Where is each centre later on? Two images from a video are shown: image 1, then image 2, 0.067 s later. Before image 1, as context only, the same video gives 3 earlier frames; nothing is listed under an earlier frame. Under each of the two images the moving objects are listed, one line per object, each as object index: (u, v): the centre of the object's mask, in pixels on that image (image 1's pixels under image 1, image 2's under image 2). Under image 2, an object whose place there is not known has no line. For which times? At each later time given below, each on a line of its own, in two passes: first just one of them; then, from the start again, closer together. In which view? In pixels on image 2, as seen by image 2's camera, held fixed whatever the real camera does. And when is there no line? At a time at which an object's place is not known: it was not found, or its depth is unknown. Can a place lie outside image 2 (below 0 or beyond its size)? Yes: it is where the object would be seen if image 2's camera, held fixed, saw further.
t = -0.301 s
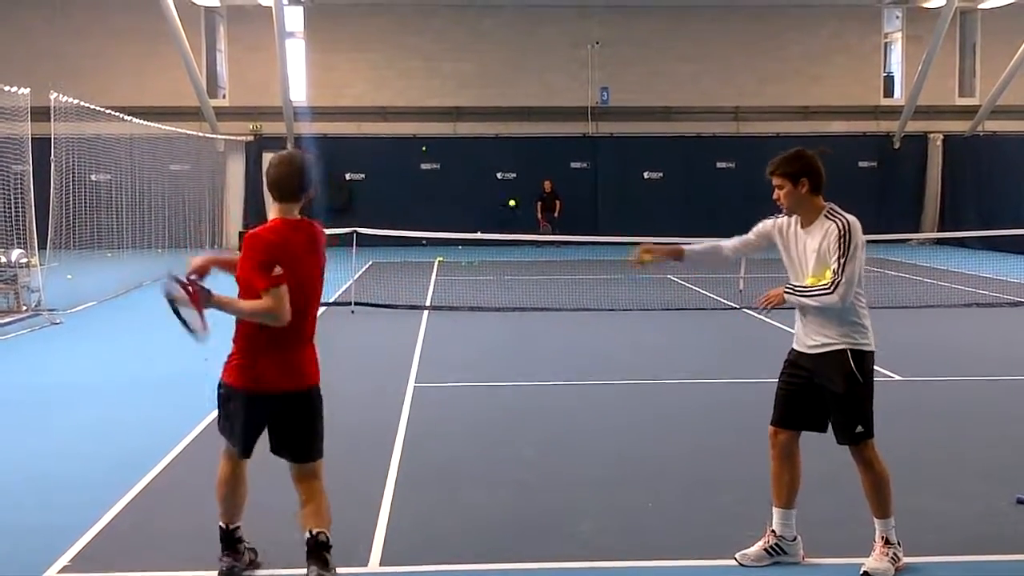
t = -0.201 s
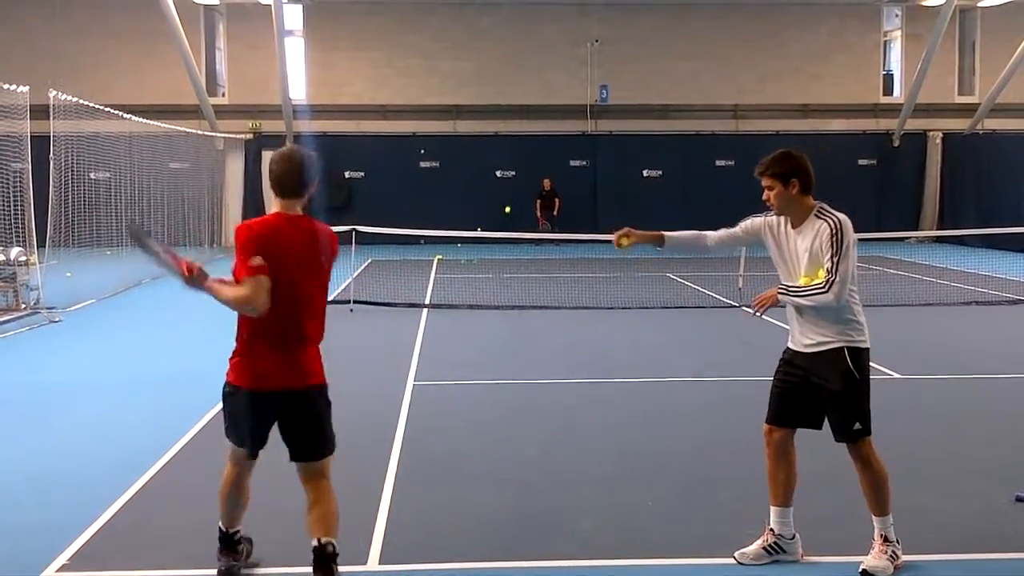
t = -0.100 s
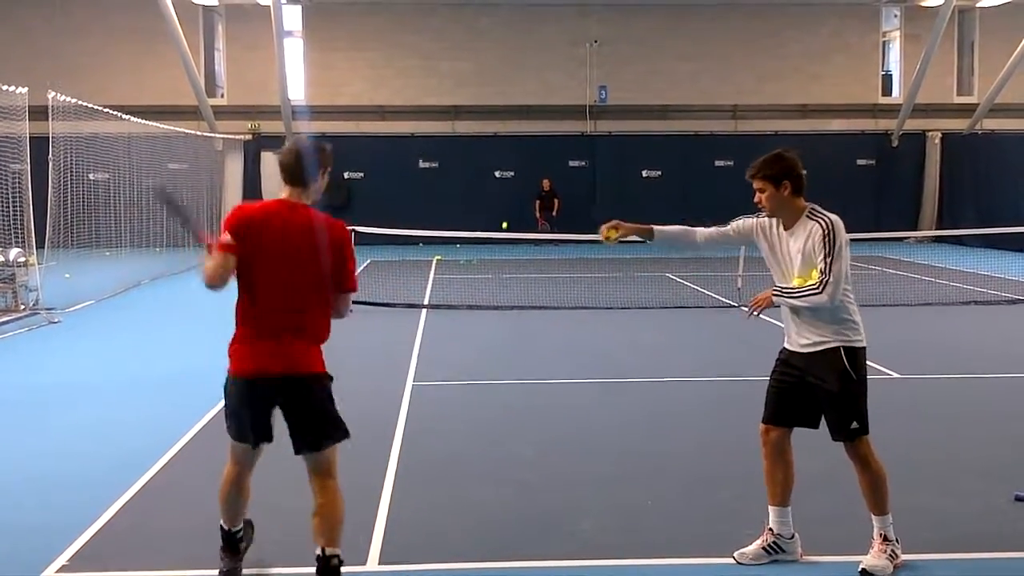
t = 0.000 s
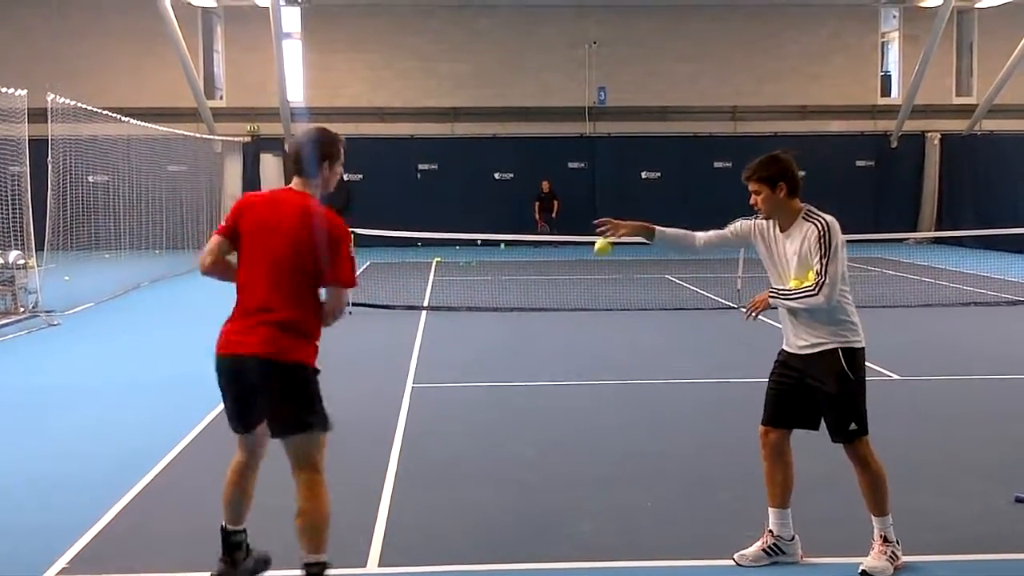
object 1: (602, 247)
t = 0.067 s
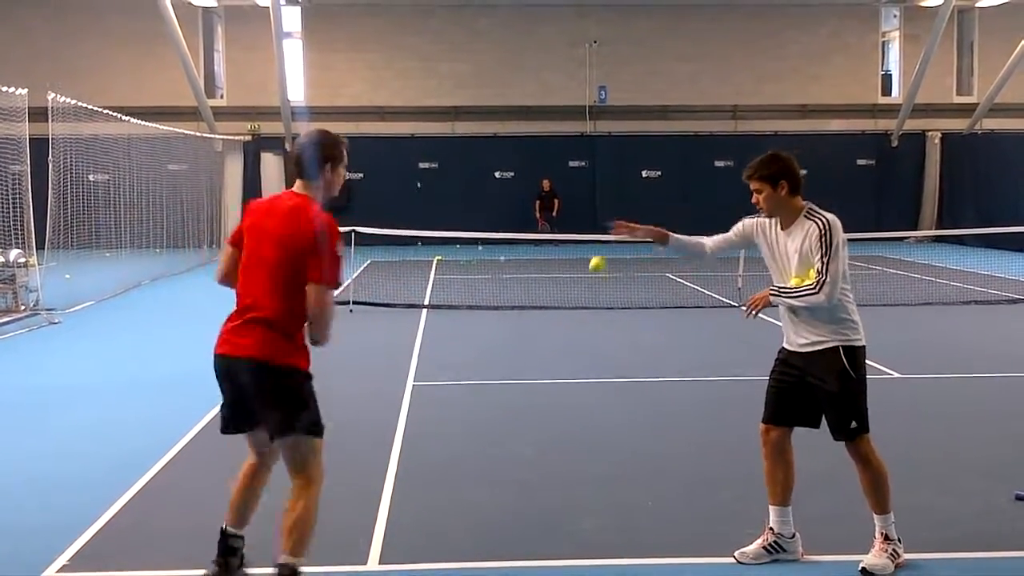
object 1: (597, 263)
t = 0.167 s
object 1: (590, 308)
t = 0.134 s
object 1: (591, 294)
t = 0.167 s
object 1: (590, 308)
